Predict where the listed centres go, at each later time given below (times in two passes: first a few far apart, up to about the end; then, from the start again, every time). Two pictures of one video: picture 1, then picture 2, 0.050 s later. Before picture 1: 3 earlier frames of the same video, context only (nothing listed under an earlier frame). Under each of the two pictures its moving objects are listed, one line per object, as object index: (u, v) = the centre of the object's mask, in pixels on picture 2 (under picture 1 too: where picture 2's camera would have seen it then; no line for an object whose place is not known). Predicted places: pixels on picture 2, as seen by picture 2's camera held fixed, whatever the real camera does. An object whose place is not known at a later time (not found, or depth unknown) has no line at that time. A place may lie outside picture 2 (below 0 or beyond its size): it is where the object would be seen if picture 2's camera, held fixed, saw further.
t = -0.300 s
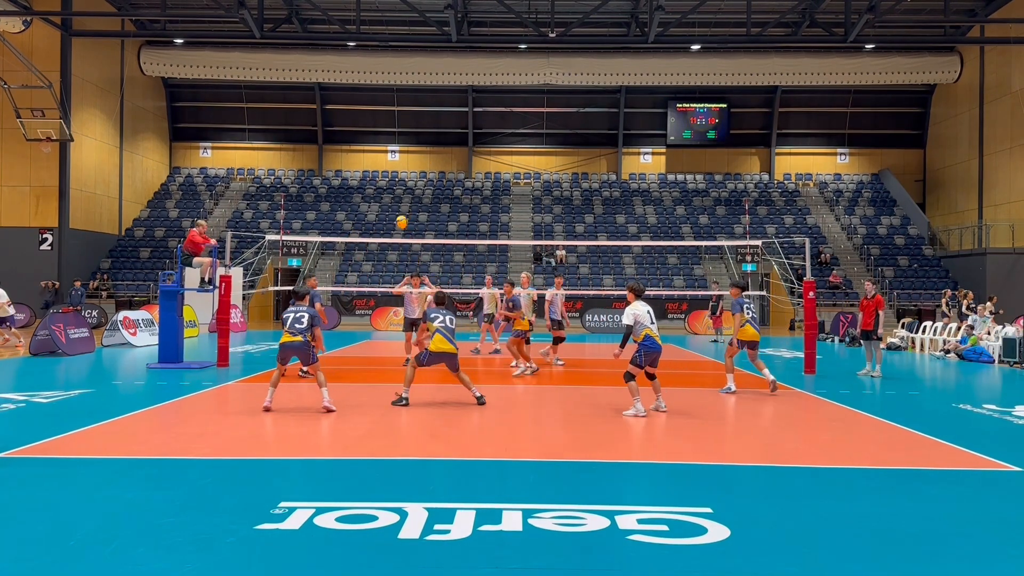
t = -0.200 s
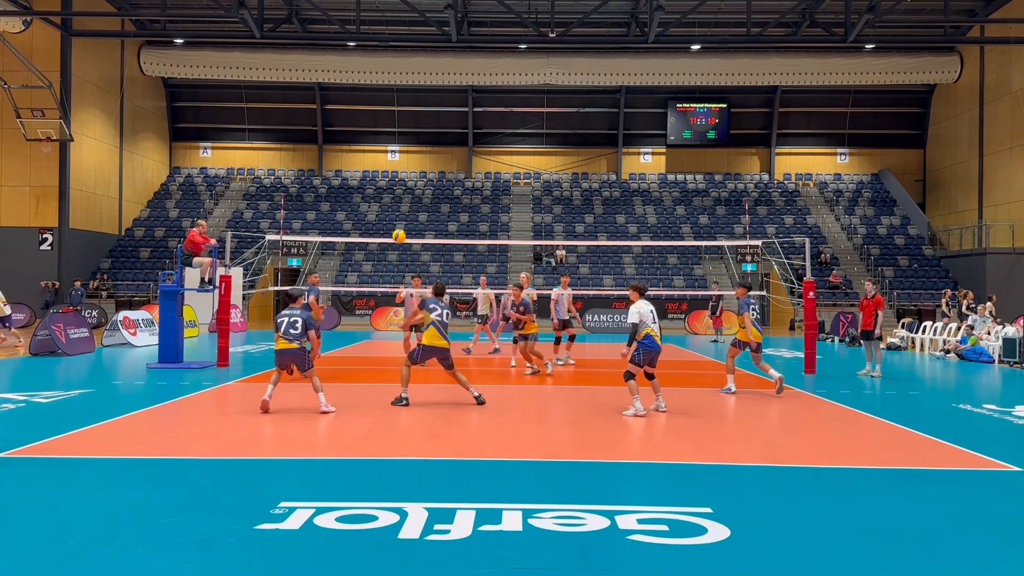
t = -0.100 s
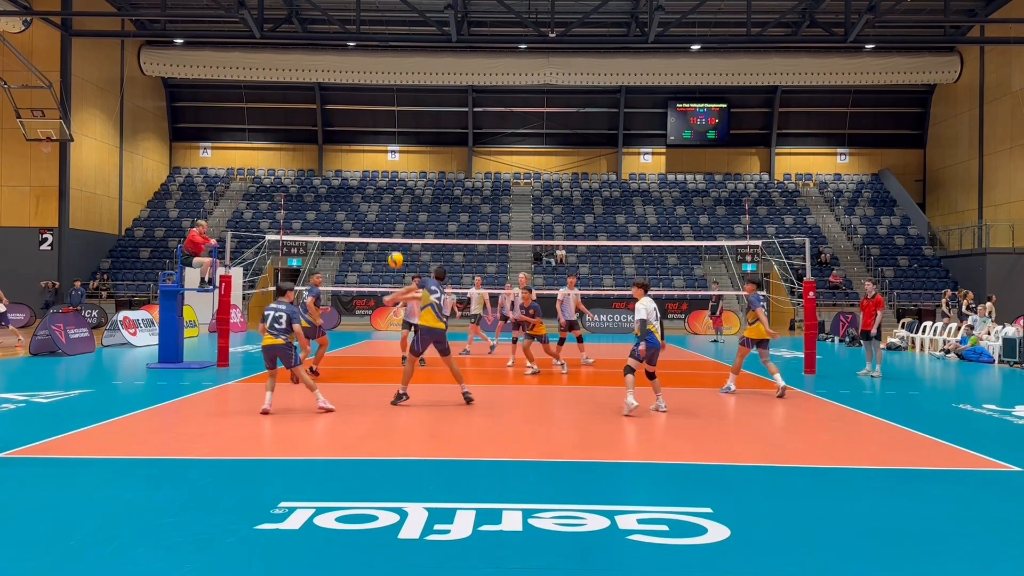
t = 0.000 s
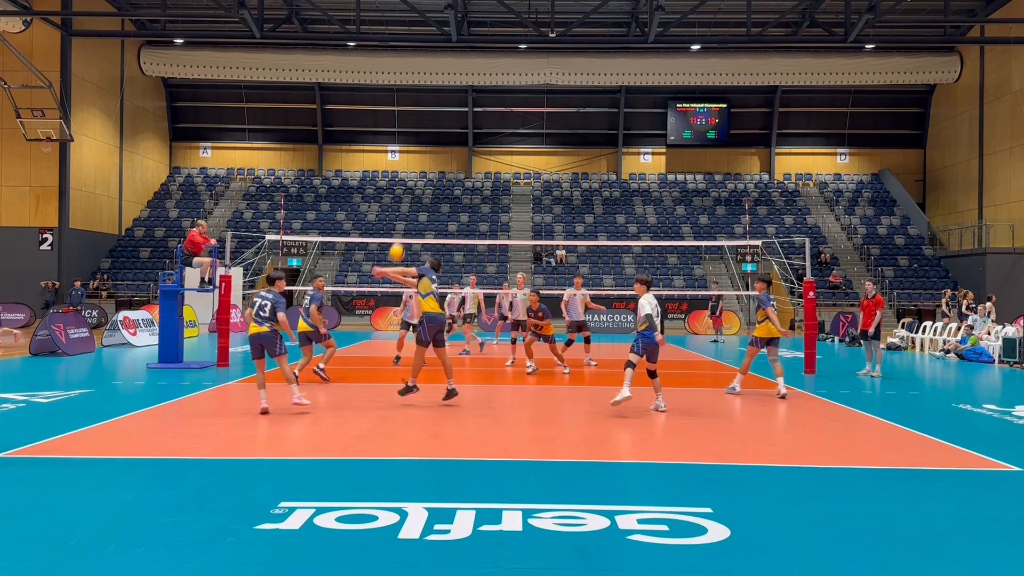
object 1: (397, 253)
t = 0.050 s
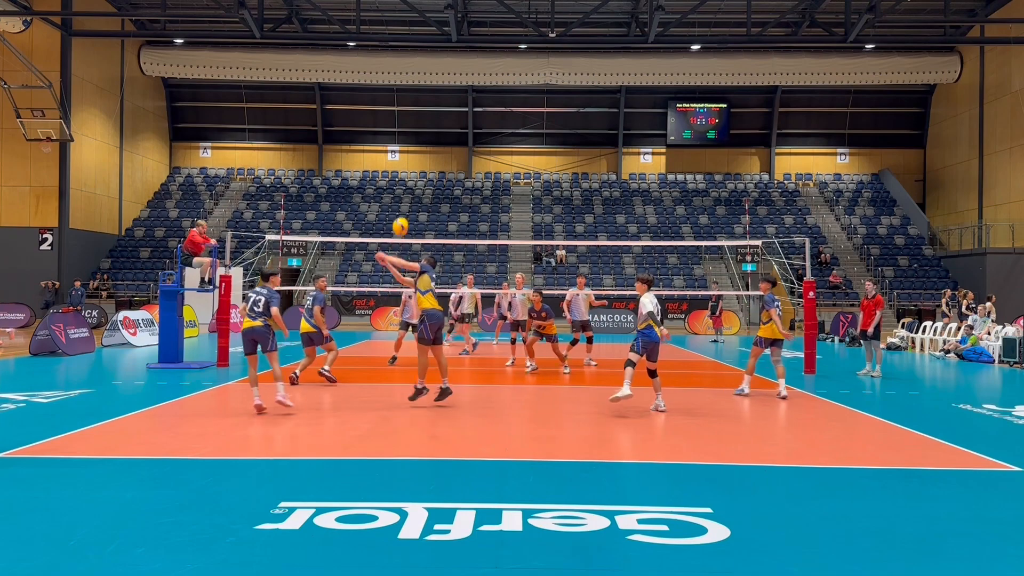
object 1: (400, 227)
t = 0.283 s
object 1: (416, 139)
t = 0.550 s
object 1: (432, 96)
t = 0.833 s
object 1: (447, 103)
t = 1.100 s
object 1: (459, 151)
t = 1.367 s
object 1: (470, 229)
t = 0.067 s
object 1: (401, 218)
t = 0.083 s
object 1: (403, 211)
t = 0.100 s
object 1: (404, 203)
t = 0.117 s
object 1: (405, 196)
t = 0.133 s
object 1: (407, 189)
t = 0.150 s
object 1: (408, 183)
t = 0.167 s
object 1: (409, 177)
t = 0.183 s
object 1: (410, 171)
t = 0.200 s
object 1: (411, 164)
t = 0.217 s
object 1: (412, 158)
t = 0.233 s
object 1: (413, 153)
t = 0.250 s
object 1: (414, 148)
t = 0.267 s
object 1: (415, 144)
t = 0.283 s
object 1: (416, 139)
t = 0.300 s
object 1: (417, 135)
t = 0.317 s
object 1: (418, 131)
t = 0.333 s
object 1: (419, 127)
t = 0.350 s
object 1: (420, 123)
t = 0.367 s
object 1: (421, 120)
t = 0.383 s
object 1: (422, 116)
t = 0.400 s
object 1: (423, 113)
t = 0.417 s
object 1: (424, 111)
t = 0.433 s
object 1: (425, 108)
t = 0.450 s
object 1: (426, 106)
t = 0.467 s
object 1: (427, 103)
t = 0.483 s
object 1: (428, 101)
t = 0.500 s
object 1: (429, 100)
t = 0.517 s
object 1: (430, 98)
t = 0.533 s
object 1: (431, 97)
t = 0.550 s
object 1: (432, 96)
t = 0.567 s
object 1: (433, 95)
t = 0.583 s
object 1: (434, 94)
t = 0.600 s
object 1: (435, 93)
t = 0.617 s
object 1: (436, 93)
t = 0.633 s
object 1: (437, 93)
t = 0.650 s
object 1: (438, 93)
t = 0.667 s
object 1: (439, 93)
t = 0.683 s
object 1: (440, 93)
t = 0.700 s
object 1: (440, 94)
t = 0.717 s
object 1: (441, 94)
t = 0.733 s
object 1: (442, 95)
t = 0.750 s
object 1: (443, 96)
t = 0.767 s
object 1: (444, 97)
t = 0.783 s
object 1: (445, 98)
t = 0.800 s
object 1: (445, 100)
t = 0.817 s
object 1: (446, 101)
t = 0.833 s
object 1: (447, 103)
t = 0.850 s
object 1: (448, 105)
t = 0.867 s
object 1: (449, 107)
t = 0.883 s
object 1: (450, 109)
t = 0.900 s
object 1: (450, 112)
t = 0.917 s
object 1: (451, 114)
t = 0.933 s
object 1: (452, 117)
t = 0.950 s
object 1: (452, 120)
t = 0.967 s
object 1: (453, 123)
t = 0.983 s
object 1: (454, 126)
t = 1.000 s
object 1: (455, 129)
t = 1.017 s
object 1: (456, 132)
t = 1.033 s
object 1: (456, 135)
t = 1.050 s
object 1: (457, 139)
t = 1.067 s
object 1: (458, 143)
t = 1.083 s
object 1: (458, 146)
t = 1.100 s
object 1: (459, 151)
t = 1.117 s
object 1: (460, 155)
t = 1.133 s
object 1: (461, 159)
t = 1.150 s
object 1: (462, 163)
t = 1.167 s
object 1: (462, 168)
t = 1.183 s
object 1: (463, 172)
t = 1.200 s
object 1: (463, 177)
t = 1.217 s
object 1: (464, 182)
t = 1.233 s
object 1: (465, 187)
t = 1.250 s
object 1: (466, 191)
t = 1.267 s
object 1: (466, 196)
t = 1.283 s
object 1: (467, 202)
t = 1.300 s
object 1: (467, 207)
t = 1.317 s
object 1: (468, 212)
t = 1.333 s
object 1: (469, 217)
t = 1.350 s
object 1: (469, 223)
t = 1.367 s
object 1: (470, 229)
